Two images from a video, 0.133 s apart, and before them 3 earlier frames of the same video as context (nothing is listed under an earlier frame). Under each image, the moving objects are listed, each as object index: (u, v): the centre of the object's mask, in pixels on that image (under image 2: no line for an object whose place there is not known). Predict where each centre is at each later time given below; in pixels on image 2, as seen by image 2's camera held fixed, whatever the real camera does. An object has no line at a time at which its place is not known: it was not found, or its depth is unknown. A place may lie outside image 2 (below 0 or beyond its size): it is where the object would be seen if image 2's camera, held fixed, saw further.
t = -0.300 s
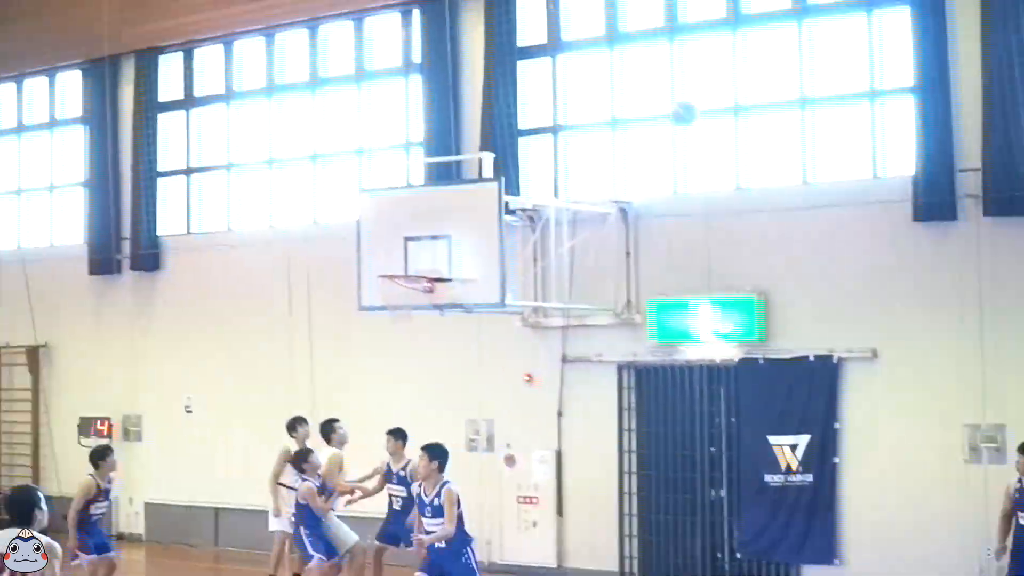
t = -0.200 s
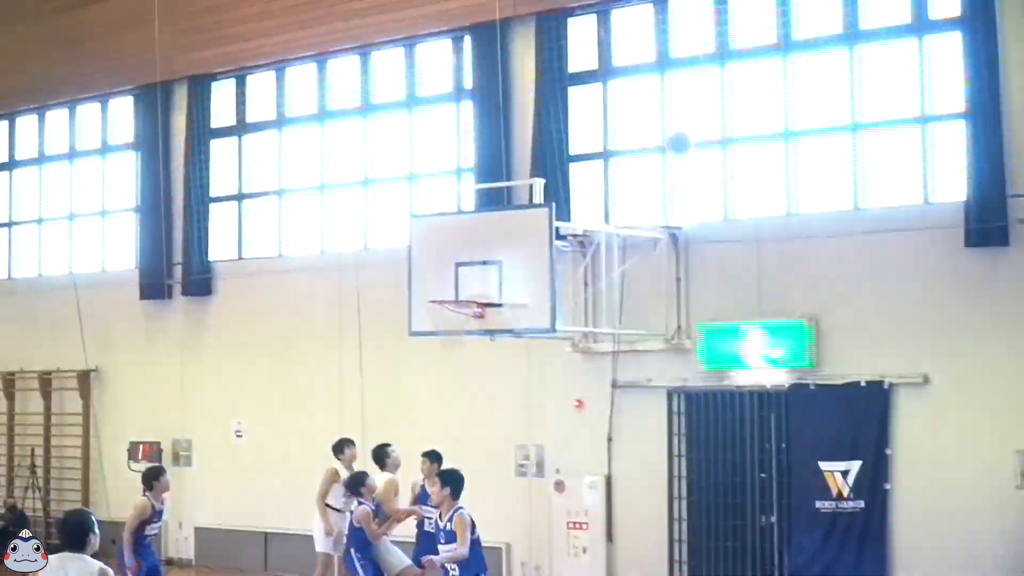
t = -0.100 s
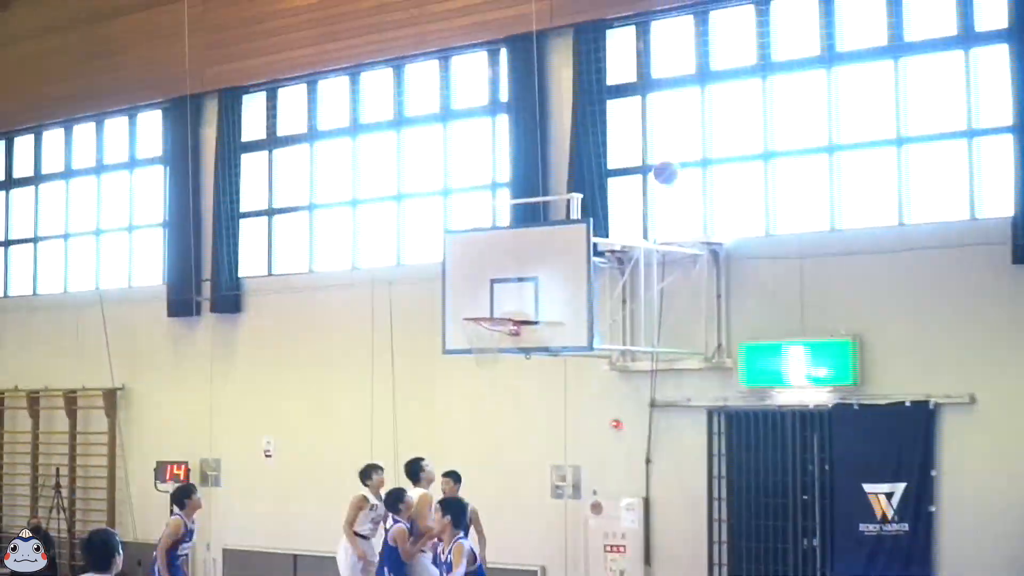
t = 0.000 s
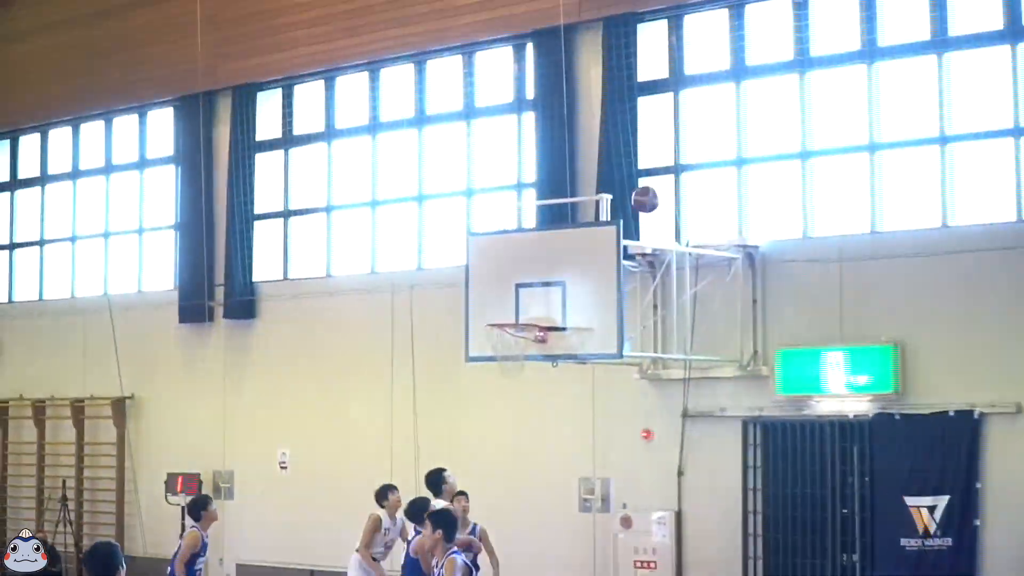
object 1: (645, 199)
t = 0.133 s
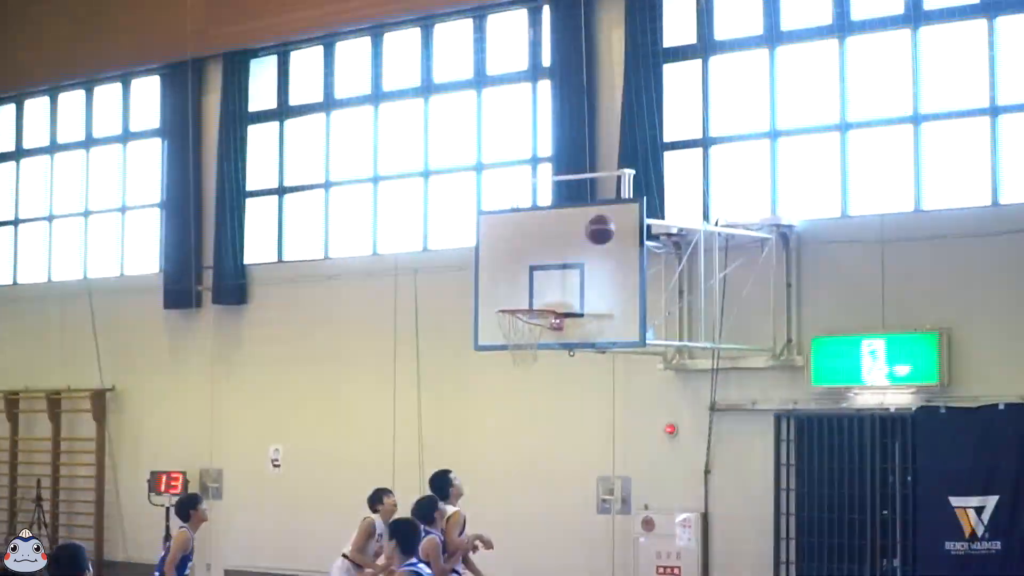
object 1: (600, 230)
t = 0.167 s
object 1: (583, 246)
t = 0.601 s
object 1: (559, 385)
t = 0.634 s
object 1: (565, 398)
